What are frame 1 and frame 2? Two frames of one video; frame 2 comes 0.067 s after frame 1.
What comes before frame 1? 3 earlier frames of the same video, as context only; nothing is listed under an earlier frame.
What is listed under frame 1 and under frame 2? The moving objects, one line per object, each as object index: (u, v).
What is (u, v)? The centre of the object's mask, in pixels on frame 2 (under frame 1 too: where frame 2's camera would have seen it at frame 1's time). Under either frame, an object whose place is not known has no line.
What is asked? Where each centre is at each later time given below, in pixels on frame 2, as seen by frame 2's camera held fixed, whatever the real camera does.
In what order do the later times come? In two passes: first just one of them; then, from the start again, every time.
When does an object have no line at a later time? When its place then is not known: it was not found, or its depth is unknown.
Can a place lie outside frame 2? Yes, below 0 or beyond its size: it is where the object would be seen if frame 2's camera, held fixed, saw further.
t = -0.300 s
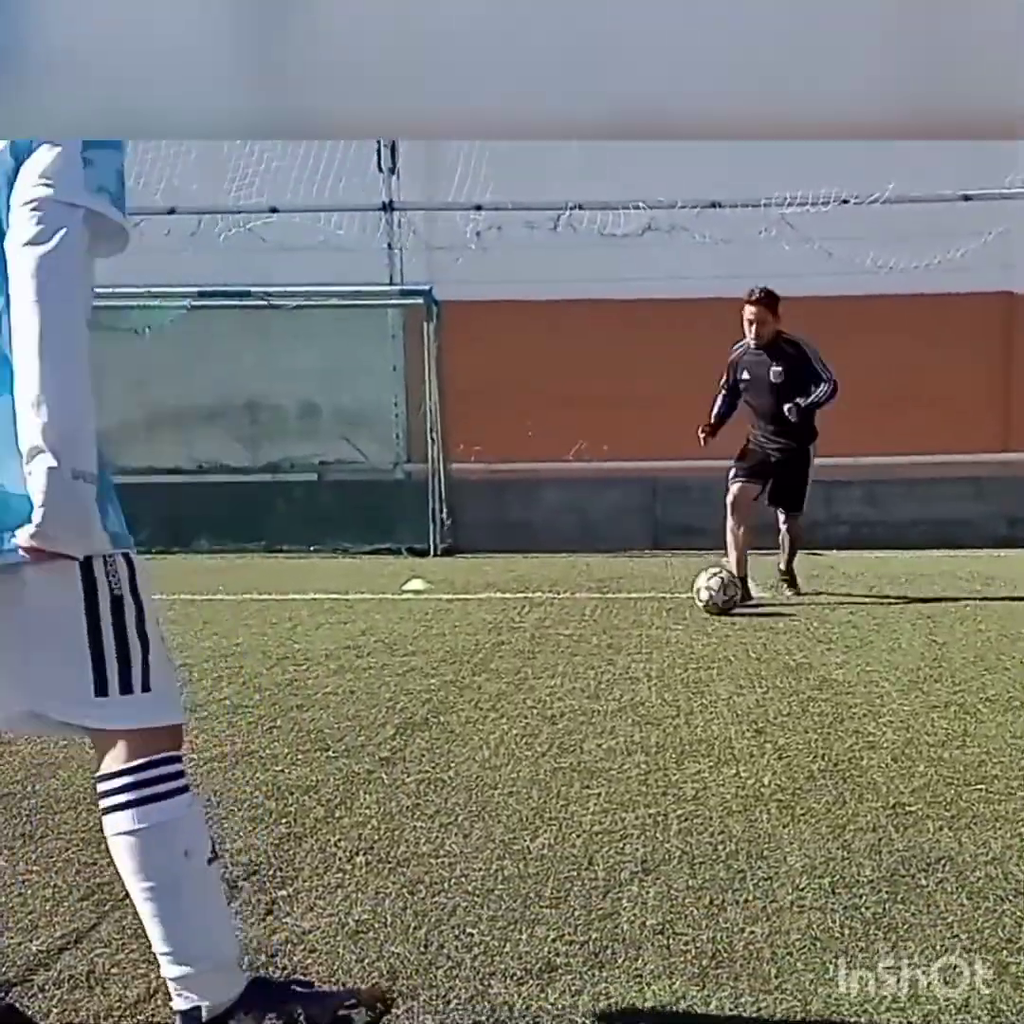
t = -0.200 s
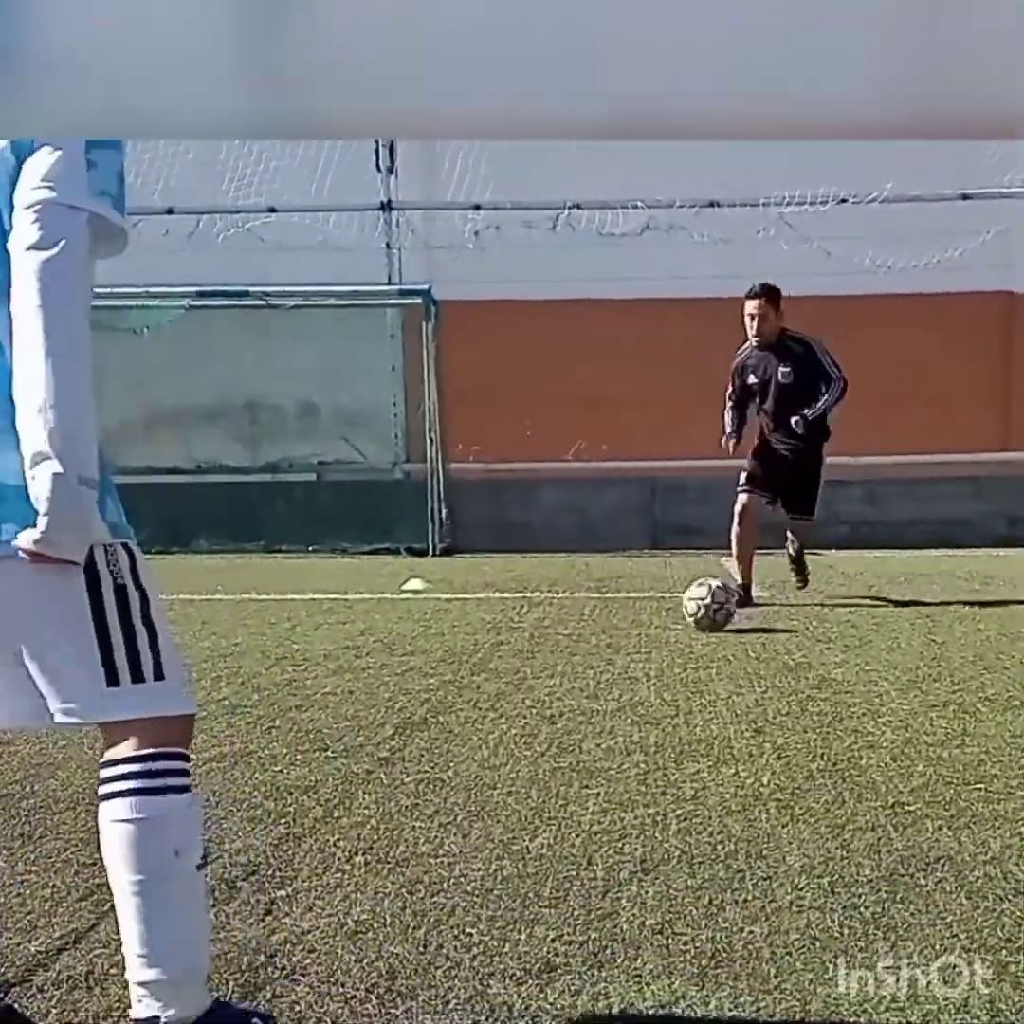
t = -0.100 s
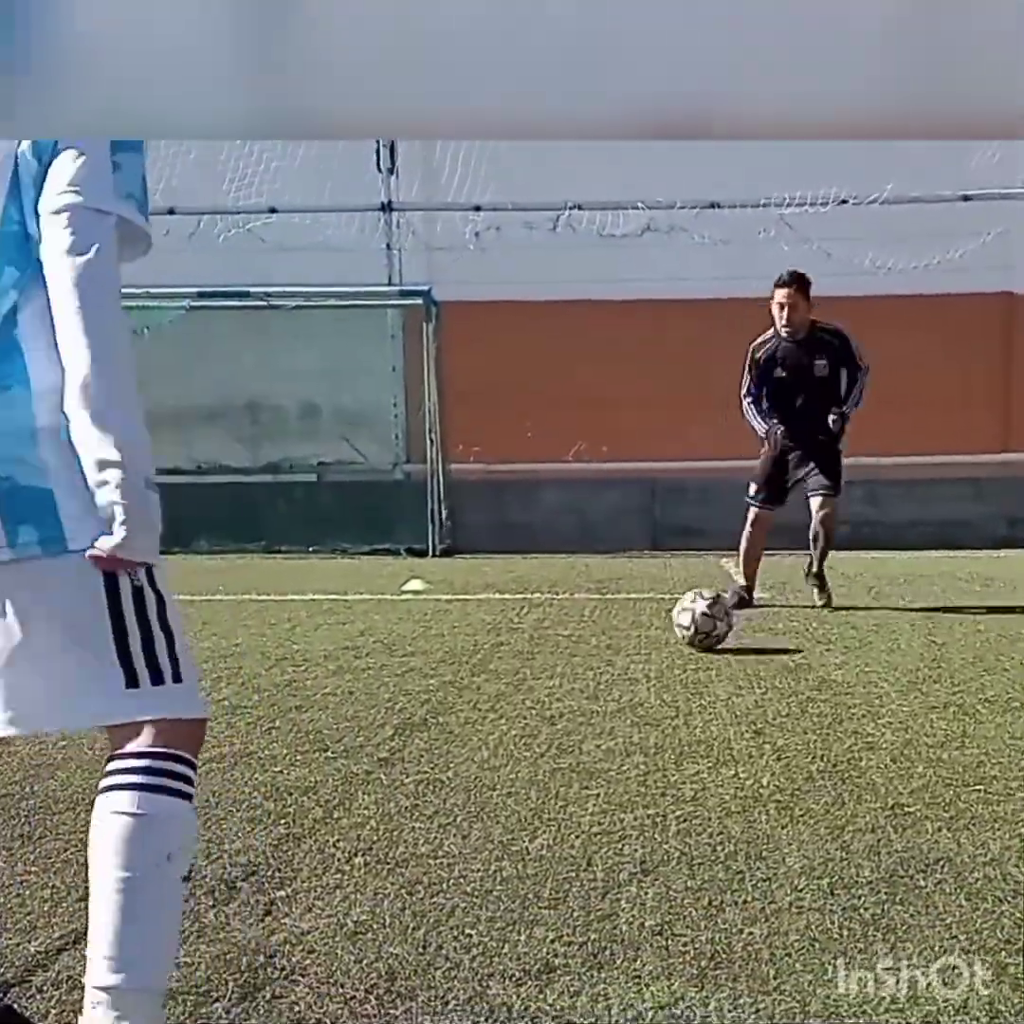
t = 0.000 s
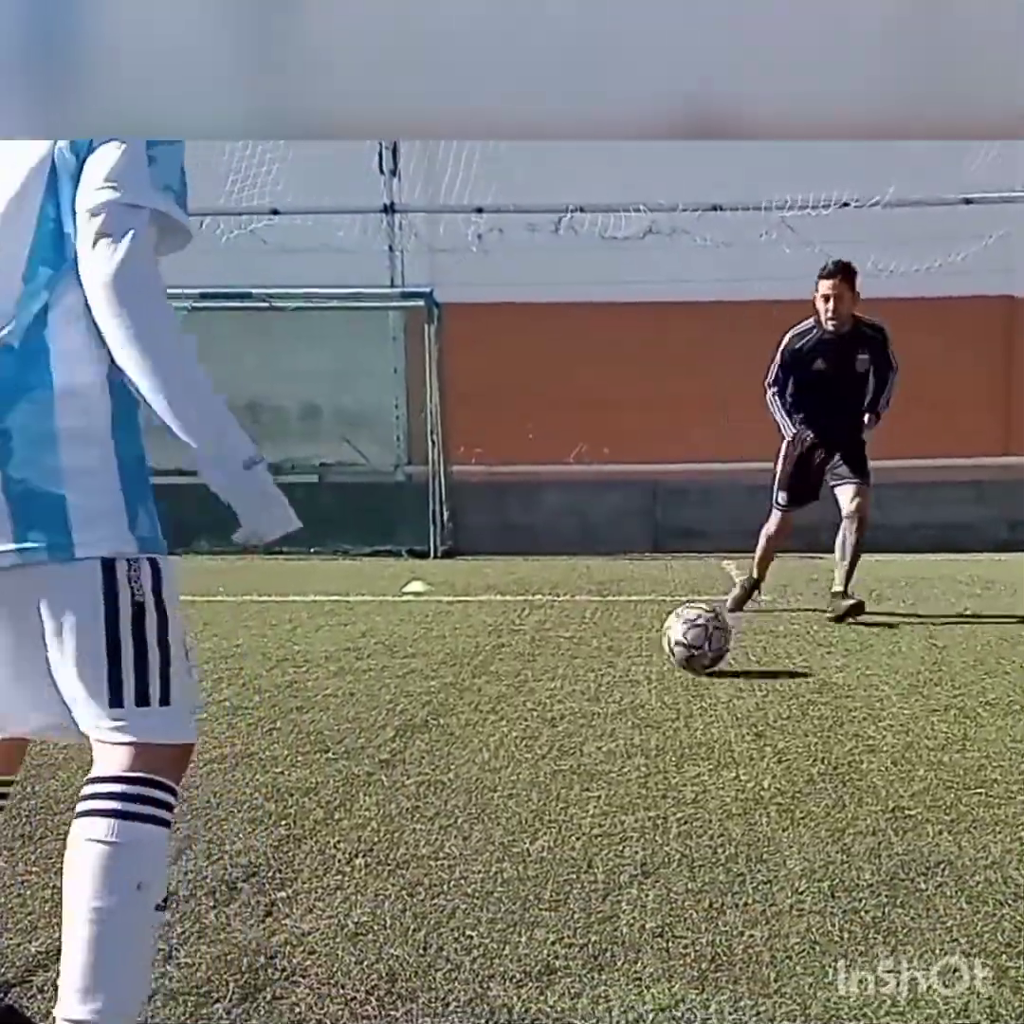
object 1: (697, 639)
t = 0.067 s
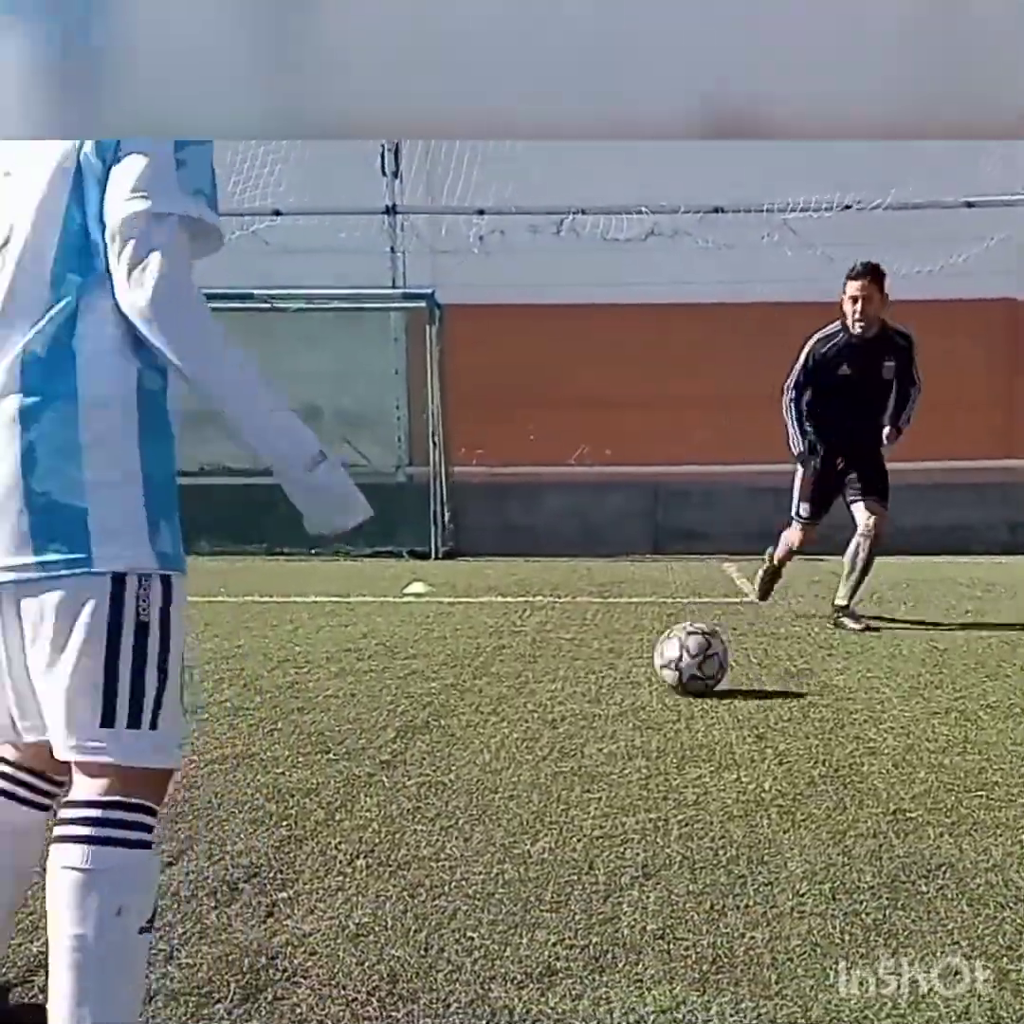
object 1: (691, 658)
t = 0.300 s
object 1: (671, 715)
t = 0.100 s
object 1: (688, 662)
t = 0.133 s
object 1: (686, 669)
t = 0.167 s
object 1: (685, 680)
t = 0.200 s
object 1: (681, 687)
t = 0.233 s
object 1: (677, 694)
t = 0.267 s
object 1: (674, 705)
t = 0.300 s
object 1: (671, 715)
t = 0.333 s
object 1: (667, 723)
